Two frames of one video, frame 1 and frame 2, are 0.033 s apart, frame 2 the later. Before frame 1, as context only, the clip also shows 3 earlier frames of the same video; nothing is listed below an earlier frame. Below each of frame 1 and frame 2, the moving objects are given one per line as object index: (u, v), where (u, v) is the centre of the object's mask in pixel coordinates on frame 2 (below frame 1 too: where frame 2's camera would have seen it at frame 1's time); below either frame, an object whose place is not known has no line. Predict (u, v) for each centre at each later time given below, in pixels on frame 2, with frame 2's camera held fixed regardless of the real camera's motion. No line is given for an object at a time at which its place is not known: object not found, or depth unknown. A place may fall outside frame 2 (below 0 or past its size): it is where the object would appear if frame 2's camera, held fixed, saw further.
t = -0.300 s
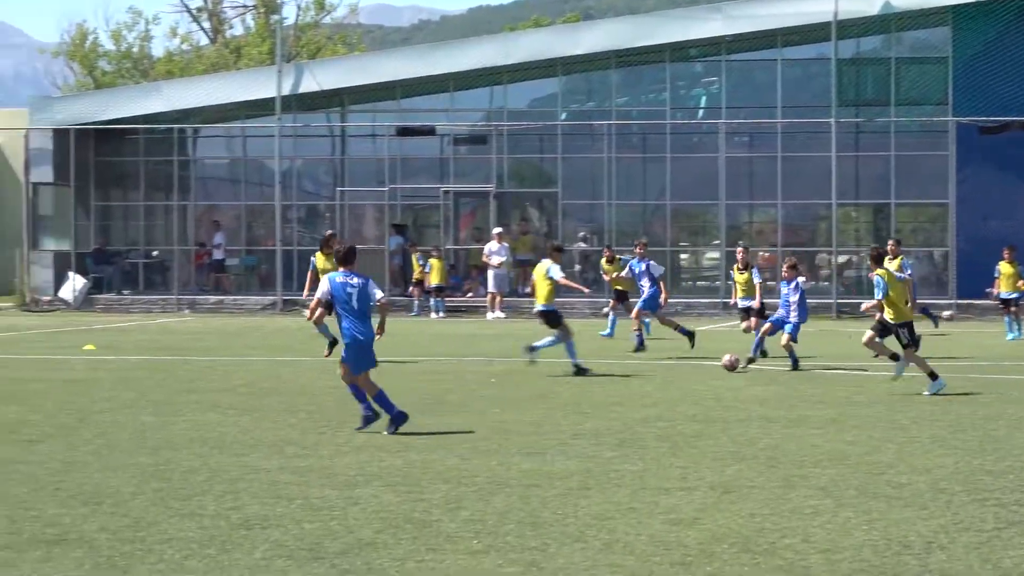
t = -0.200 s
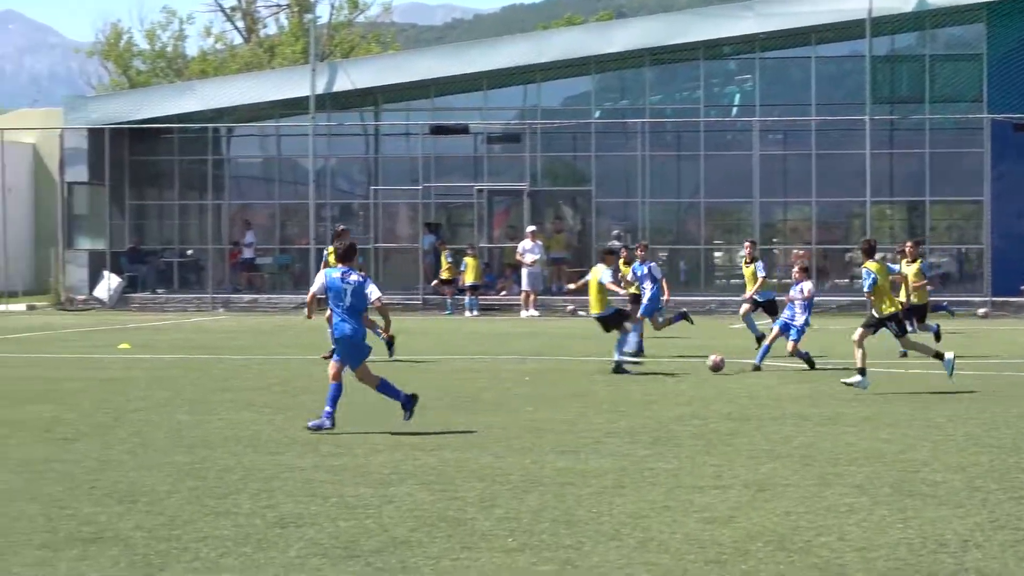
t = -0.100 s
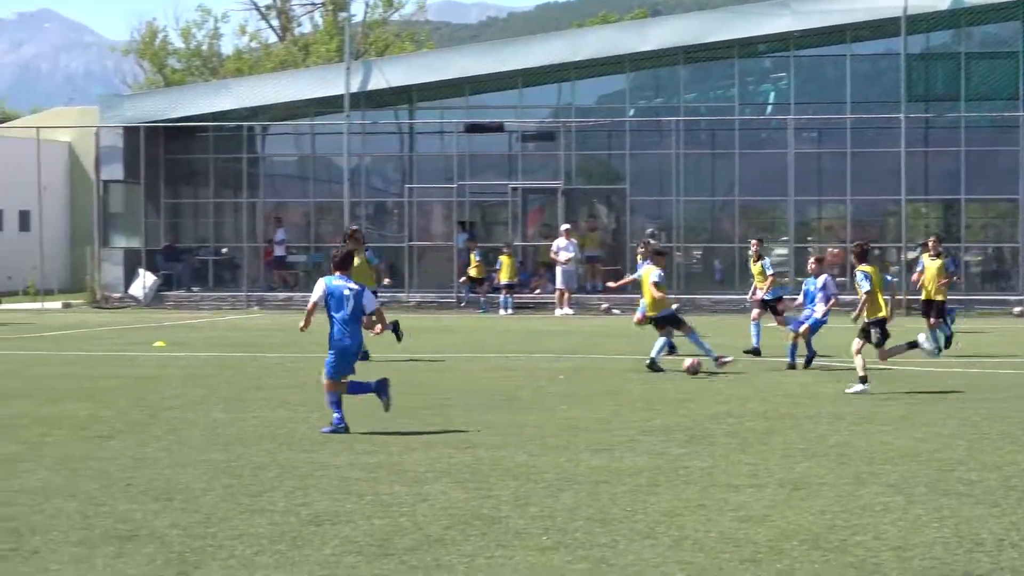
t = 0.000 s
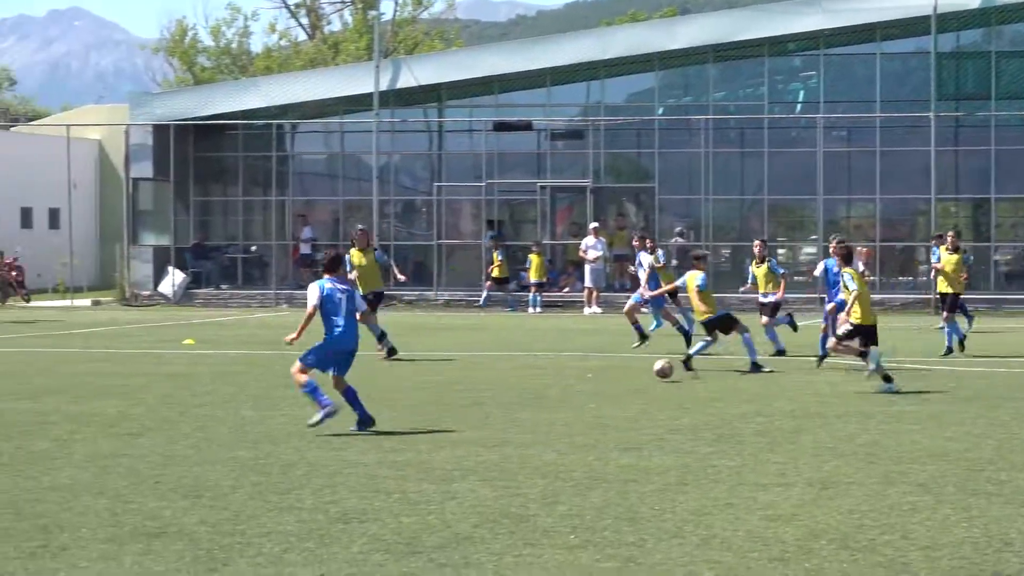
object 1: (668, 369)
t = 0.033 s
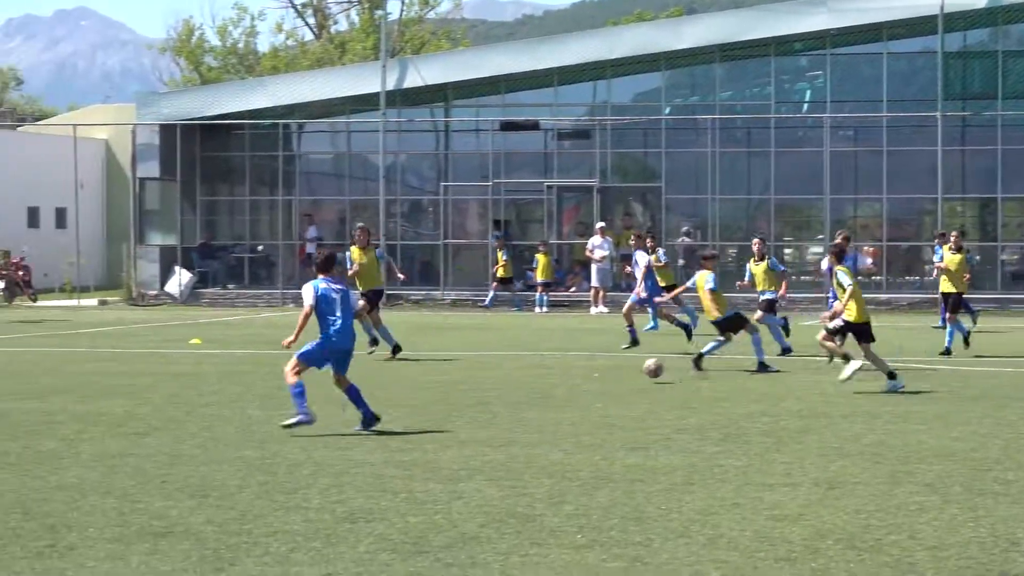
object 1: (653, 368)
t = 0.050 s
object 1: (643, 369)
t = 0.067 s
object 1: (632, 369)
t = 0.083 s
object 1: (627, 370)
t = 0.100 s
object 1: (617, 372)
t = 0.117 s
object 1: (605, 374)
